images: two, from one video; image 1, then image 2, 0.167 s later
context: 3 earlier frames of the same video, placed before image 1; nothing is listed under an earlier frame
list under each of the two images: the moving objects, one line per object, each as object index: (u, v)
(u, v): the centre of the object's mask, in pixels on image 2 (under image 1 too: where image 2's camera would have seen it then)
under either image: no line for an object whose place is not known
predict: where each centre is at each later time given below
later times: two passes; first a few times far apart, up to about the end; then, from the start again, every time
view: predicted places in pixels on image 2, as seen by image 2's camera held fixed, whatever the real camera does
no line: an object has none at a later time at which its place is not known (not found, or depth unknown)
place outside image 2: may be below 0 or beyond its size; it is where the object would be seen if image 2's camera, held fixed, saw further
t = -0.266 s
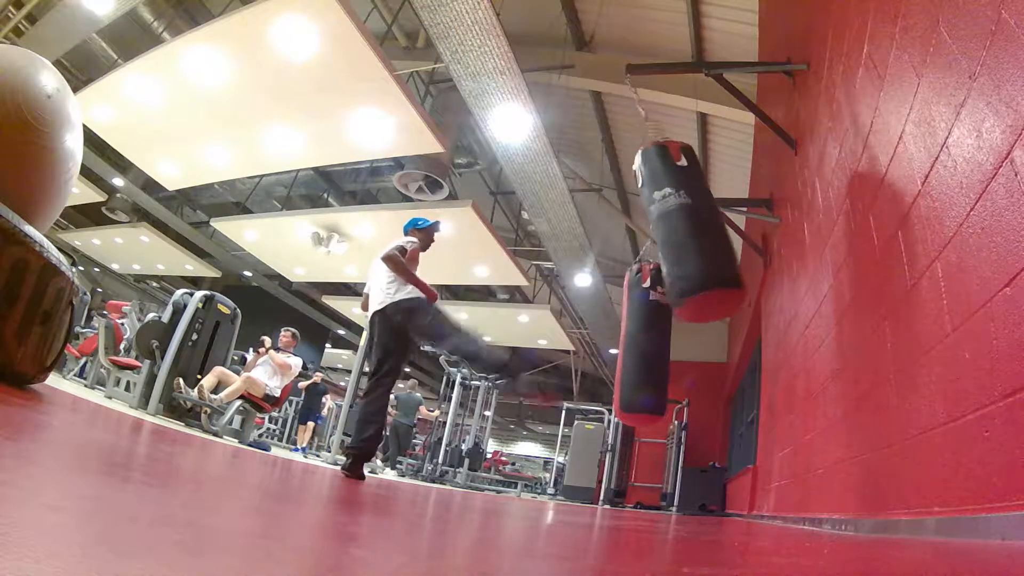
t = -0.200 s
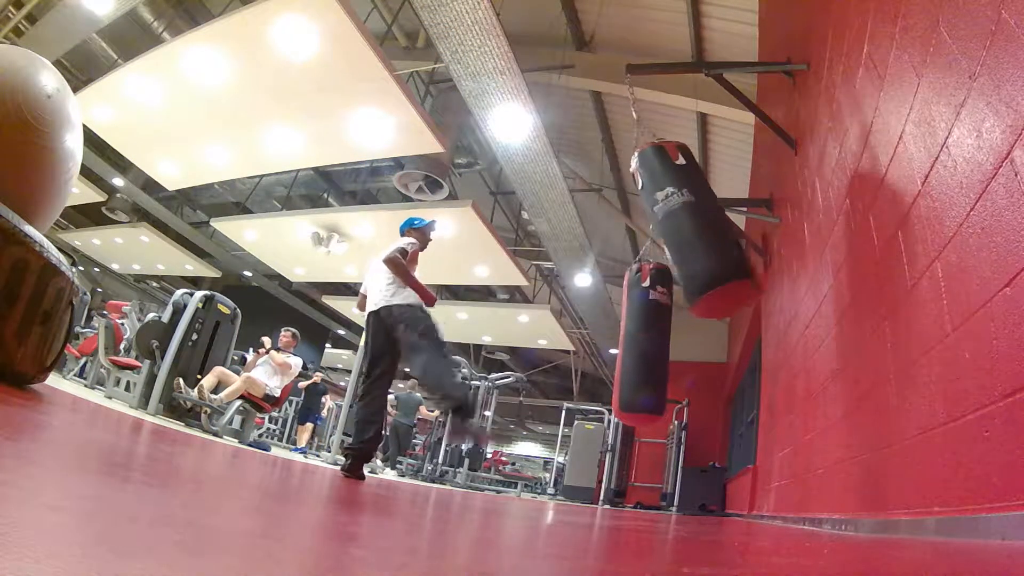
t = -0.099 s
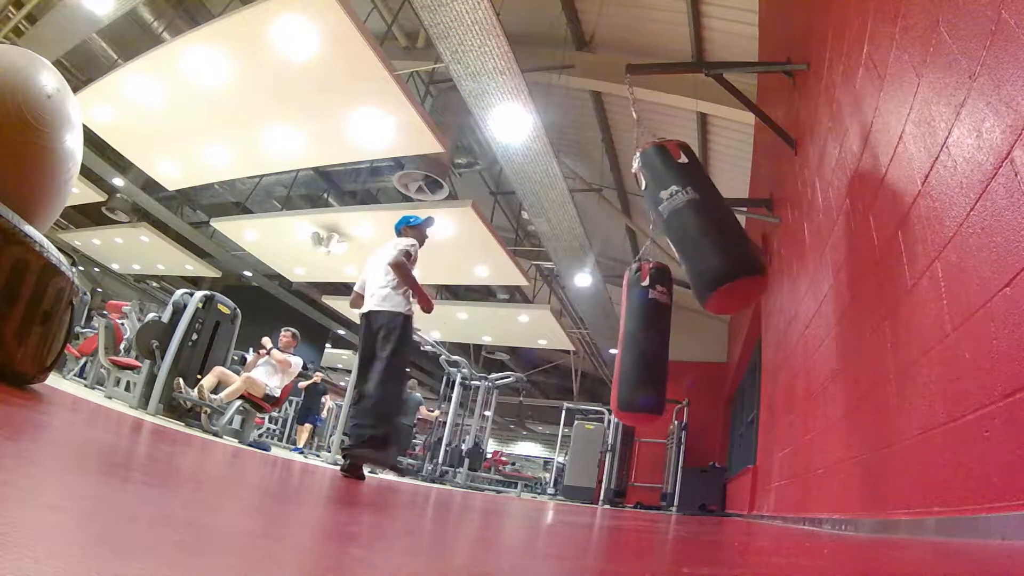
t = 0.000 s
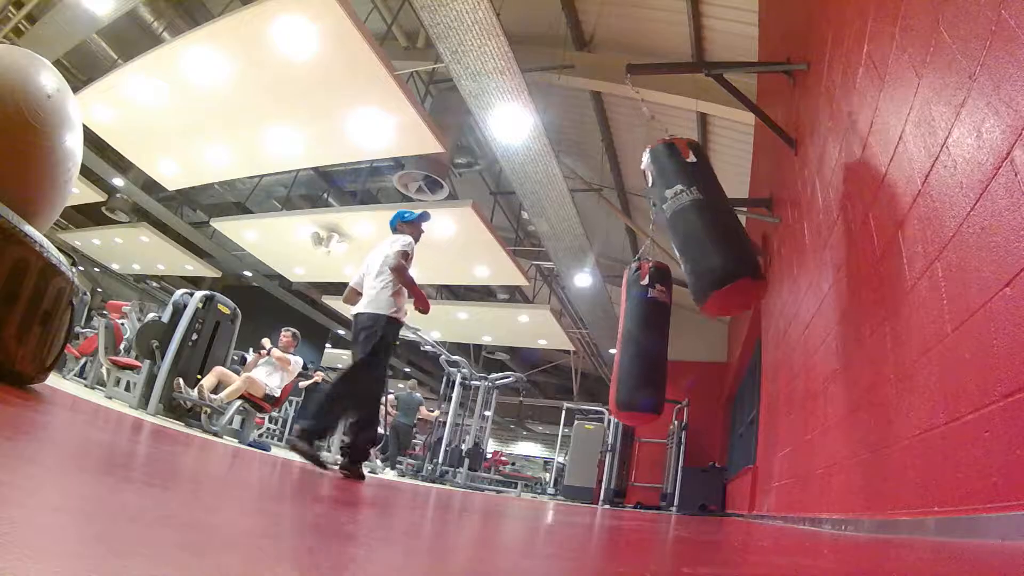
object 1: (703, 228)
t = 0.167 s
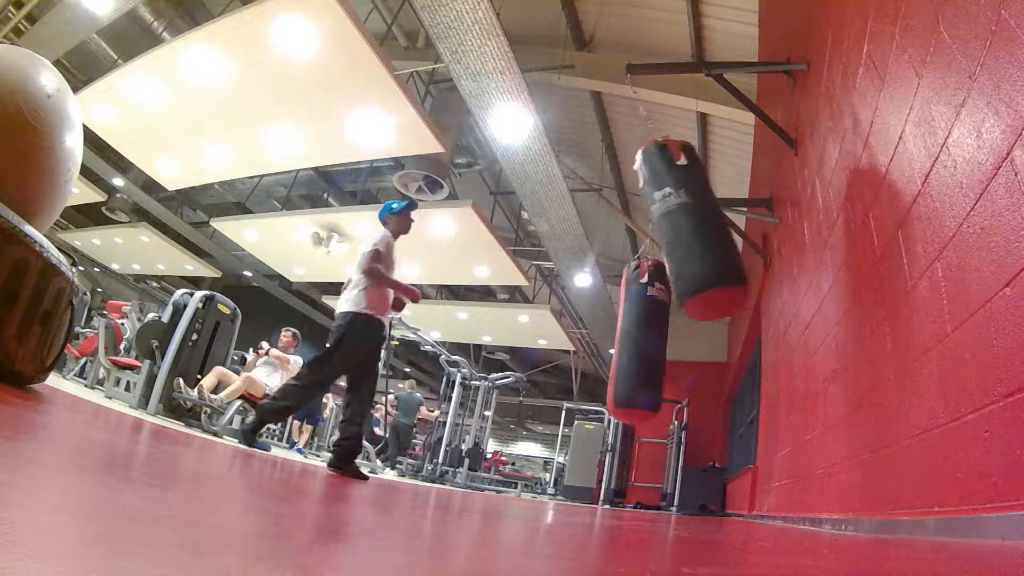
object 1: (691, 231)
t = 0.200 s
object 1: (687, 233)
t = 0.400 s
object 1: (651, 241)
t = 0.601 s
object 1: (605, 242)
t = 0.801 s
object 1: (565, 239)
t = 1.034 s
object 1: (538, 233)
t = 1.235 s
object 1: (537, 232)
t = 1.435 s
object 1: (552, 236)
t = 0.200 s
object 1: (687, 233)
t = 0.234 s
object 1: (682, 234)
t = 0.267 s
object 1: (675, 235)
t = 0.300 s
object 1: (670, 236)
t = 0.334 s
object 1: (664, 236)
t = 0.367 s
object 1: (658, 238)
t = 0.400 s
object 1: (651, 241)
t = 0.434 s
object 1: (644, 240)
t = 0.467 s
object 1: (636, 240)
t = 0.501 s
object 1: (629, 240)
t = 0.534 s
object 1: (621, 240)
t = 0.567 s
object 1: (613, 242)
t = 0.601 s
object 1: (605, 242)
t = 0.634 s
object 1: (597, 241)
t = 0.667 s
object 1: (590, 241)
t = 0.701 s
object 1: (583, 241)
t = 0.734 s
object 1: (576, 240)
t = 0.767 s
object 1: (570, 240)
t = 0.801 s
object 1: (565, 239)
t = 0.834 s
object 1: (560, 237)
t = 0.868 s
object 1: (556, 235)
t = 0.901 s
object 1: (552, 234)
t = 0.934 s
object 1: (547, 233)
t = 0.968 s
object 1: (544, 233)
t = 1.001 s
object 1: (540, 233)
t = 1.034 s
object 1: (538, 233)
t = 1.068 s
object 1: (536, 232)
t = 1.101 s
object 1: (535, 232)
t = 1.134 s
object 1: (535, 232)
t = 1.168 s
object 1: (535, 232)
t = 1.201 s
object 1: (535, 232)
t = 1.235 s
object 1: (537, 232)
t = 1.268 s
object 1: (538, 232)
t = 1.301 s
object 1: (540, 232)
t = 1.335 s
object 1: (543, 232)
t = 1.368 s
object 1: (545, 233)
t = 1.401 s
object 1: (548, 235)
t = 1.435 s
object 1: (552, 236)
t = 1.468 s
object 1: (556, 237)
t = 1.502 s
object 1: (561, 239)
